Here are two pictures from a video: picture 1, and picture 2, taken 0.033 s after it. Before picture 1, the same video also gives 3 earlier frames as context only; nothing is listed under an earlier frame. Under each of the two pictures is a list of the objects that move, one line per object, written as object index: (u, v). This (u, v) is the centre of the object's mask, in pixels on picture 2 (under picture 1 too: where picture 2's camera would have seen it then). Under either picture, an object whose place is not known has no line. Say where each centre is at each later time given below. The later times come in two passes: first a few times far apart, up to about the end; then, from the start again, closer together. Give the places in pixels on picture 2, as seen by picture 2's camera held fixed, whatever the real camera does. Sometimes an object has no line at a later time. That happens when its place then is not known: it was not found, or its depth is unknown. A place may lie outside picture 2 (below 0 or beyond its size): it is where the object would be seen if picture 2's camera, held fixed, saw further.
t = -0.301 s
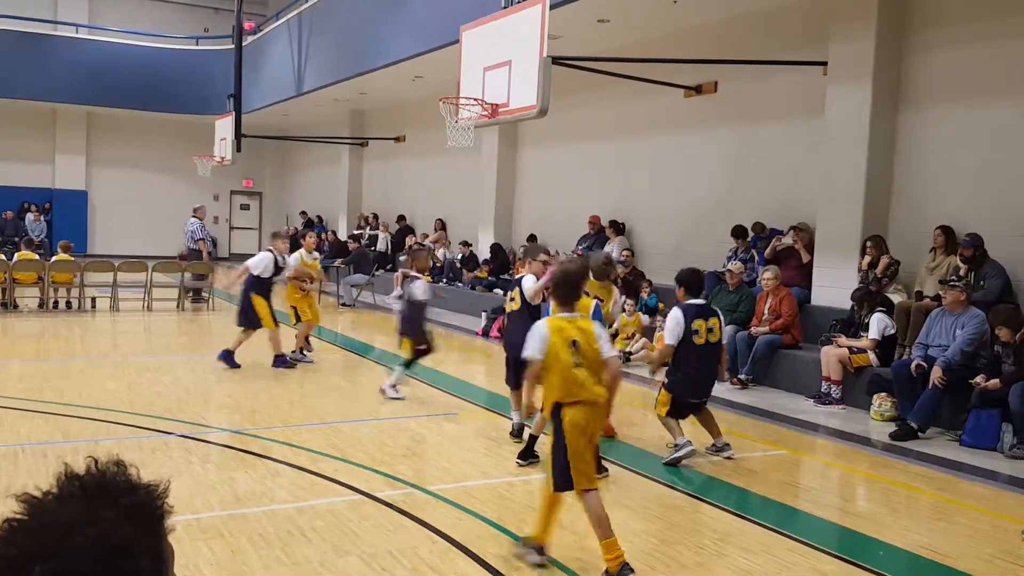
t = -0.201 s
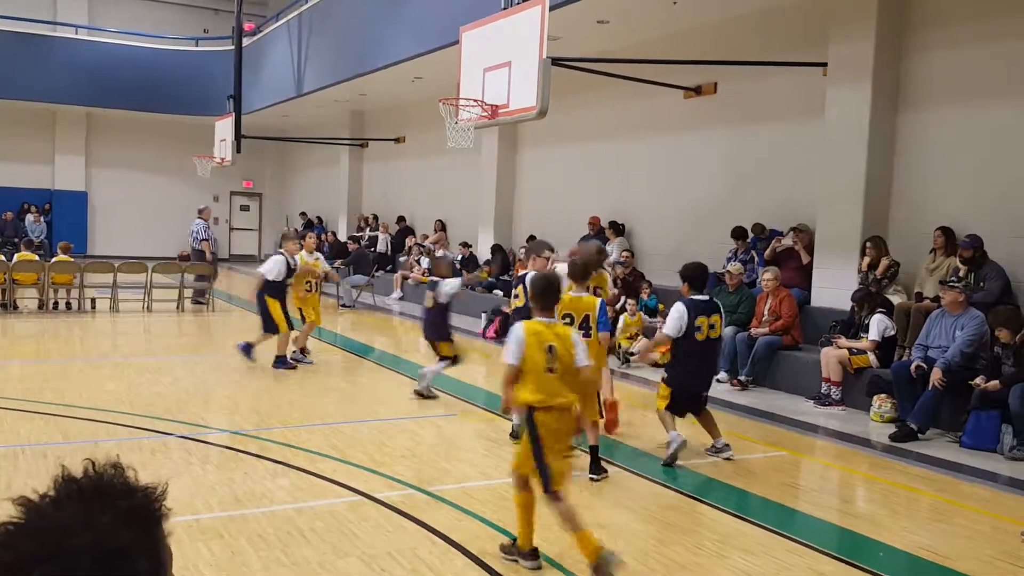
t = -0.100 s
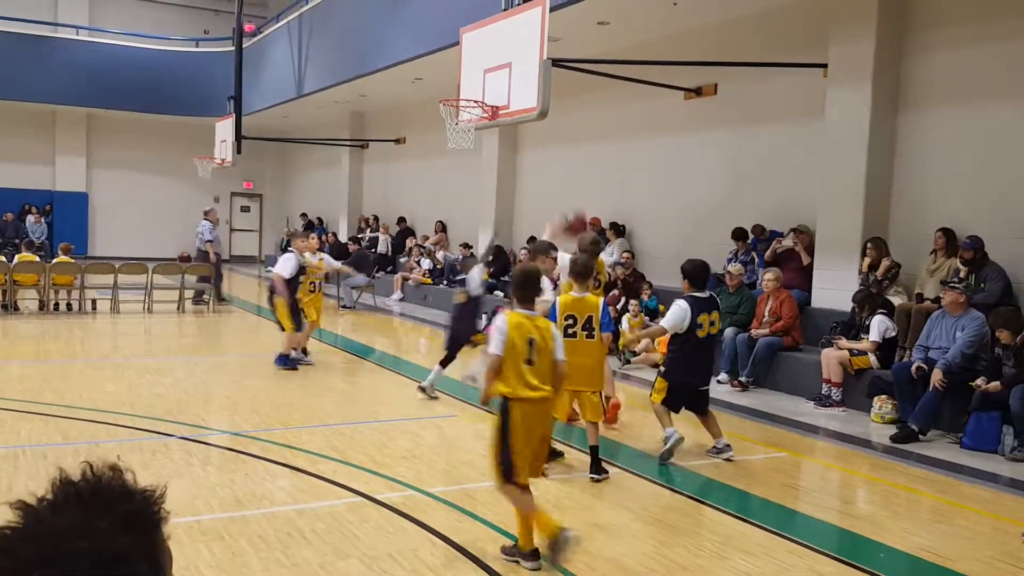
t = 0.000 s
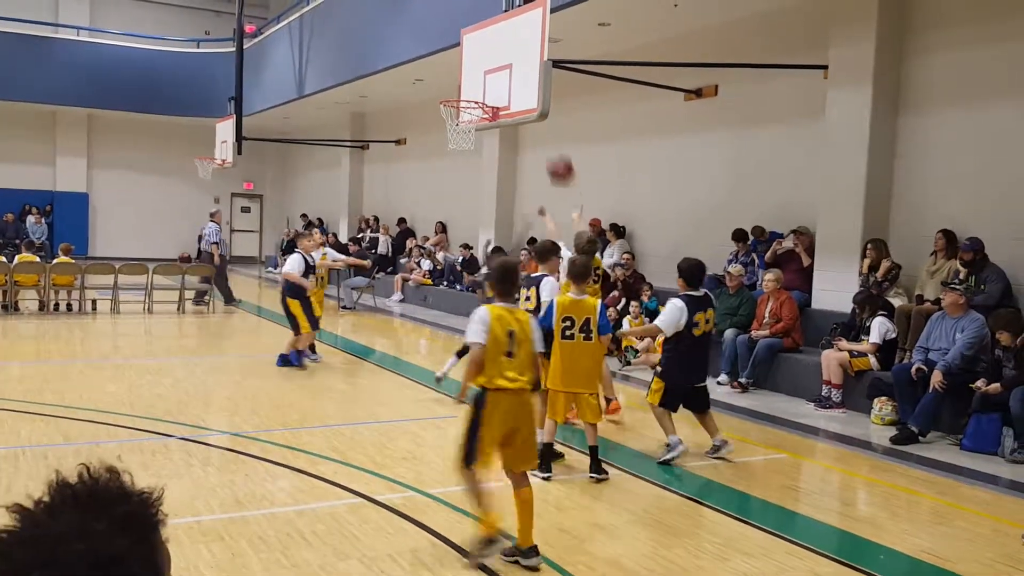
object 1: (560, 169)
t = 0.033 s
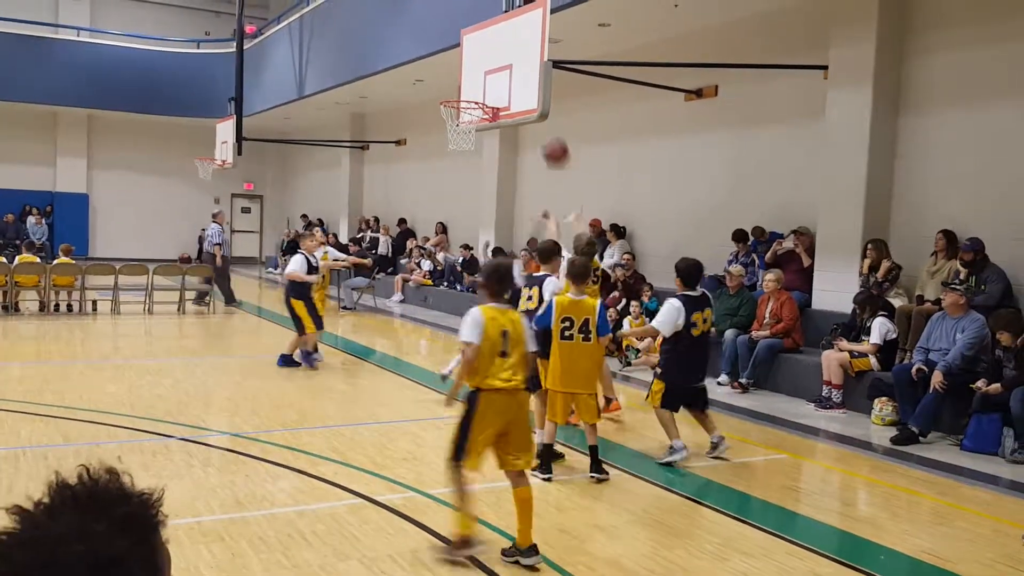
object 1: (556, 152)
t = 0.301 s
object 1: (517, 66)
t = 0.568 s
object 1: (481, 65)
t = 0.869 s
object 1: (455, 85)
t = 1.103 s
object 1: (441, 99)
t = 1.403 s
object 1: (429, 193)
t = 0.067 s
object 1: (551, 136)
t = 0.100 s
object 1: (546, 123)
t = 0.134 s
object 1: (541, 111)
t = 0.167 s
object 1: (536, 99)
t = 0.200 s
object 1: (531, 88)
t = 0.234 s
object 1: (526, 79)
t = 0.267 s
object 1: (522, 72)
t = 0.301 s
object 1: (517, 66)
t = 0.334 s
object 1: (512, 62)
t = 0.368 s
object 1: (508, 59)
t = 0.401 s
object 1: (503, 57)
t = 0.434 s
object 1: (499, 56)
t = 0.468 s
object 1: (494, 57)
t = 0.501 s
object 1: (490, 58)
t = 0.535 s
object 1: (485, 61)
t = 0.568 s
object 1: (481, 65)
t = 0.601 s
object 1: (477, 69)
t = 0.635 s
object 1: (473, 75)
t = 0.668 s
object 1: (468, 82)
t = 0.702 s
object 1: (464, 89)
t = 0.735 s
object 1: (461, 94)
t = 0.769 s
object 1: (459, 91)
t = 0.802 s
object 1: (458, 89)
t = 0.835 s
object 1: (456, 86)
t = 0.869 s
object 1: (455, 85)
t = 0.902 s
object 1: (453, 84)
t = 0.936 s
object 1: (452, 85)
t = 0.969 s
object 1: (450, 86)
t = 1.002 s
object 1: (448, 89)
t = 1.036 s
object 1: (447, 92)
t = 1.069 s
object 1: (445, 94)
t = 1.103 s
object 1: (441, 99)
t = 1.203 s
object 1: (438, 126)
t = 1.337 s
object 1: (432, 168)
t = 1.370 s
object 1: (430, 180)
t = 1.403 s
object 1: (429, 193)
